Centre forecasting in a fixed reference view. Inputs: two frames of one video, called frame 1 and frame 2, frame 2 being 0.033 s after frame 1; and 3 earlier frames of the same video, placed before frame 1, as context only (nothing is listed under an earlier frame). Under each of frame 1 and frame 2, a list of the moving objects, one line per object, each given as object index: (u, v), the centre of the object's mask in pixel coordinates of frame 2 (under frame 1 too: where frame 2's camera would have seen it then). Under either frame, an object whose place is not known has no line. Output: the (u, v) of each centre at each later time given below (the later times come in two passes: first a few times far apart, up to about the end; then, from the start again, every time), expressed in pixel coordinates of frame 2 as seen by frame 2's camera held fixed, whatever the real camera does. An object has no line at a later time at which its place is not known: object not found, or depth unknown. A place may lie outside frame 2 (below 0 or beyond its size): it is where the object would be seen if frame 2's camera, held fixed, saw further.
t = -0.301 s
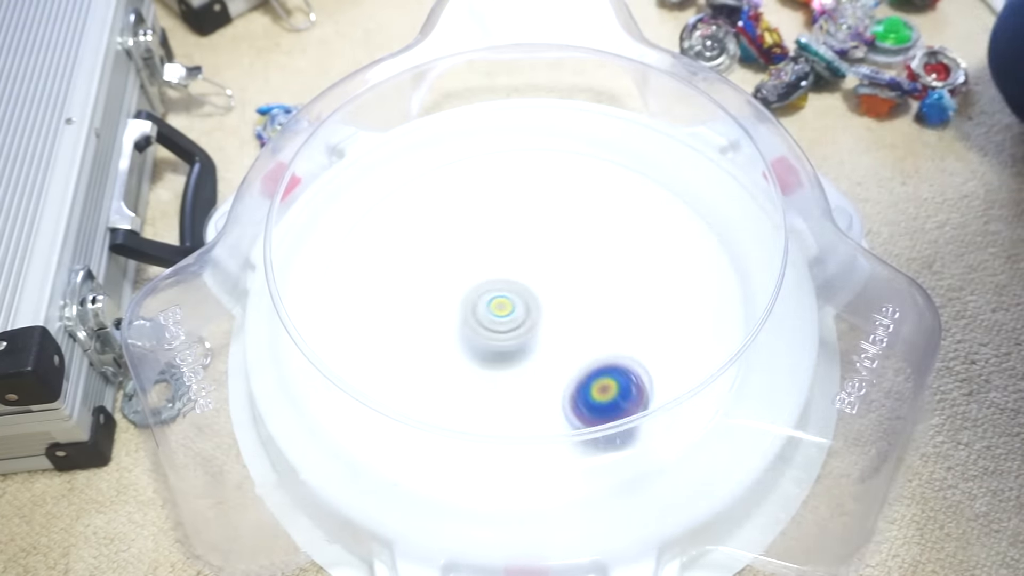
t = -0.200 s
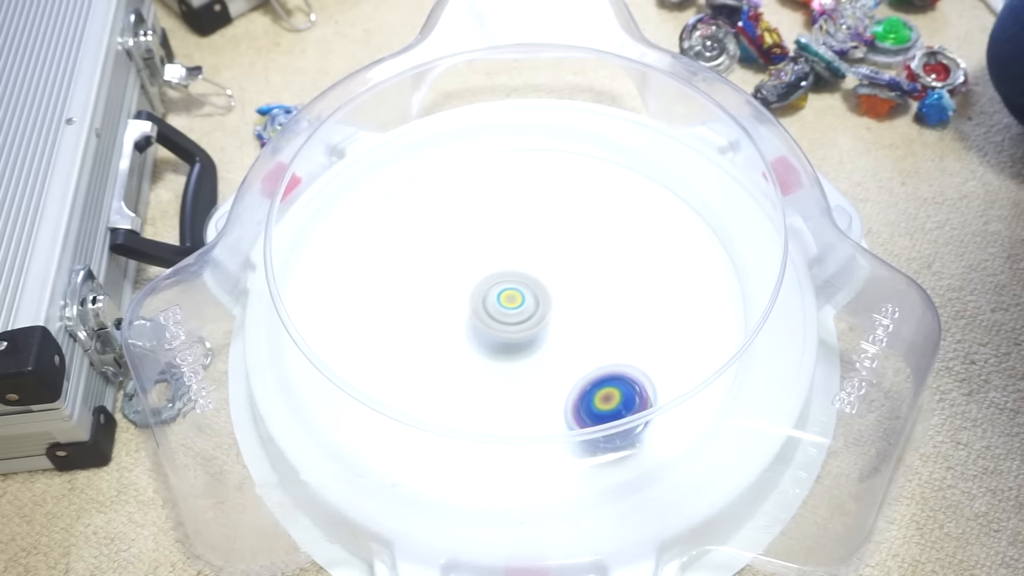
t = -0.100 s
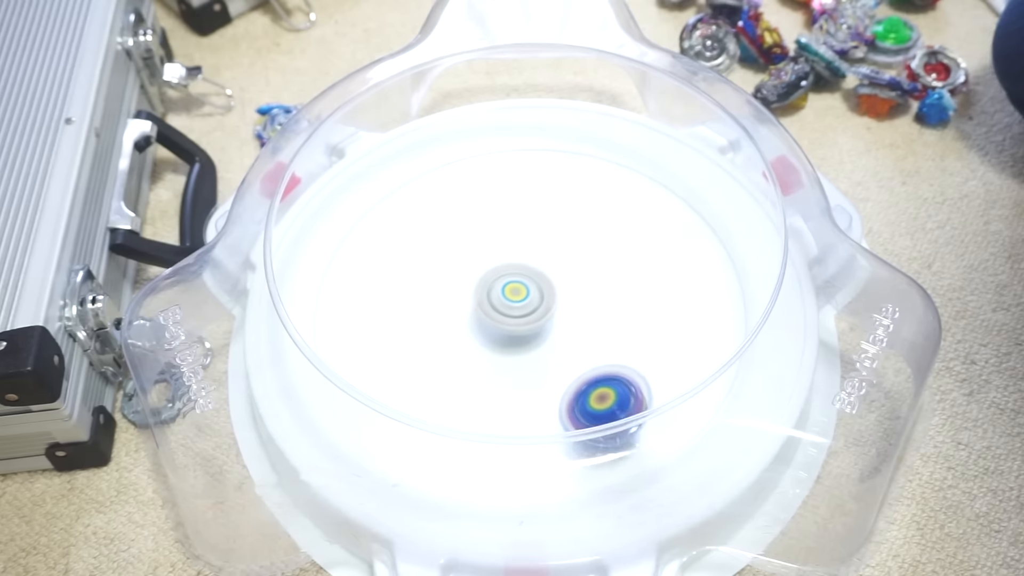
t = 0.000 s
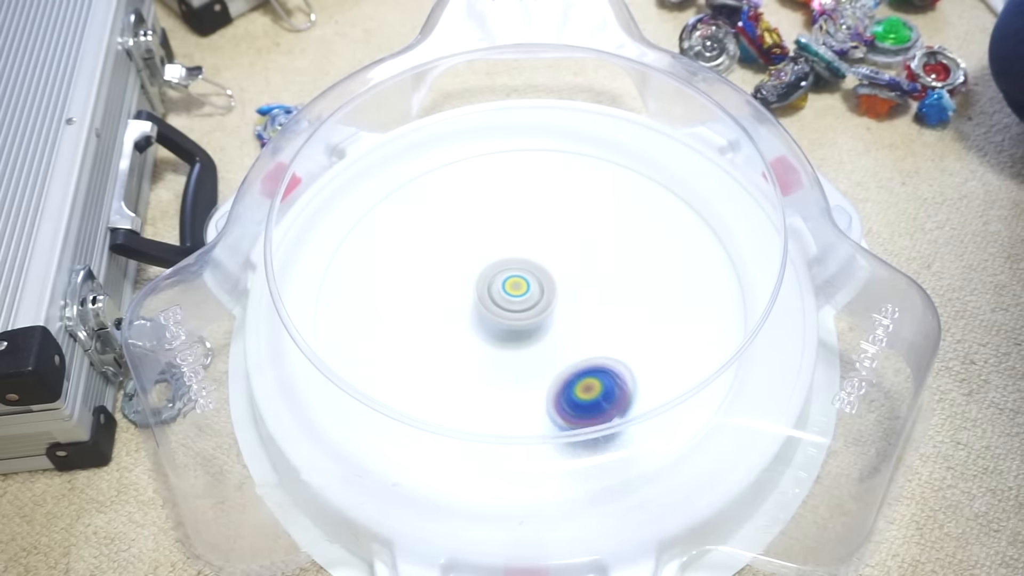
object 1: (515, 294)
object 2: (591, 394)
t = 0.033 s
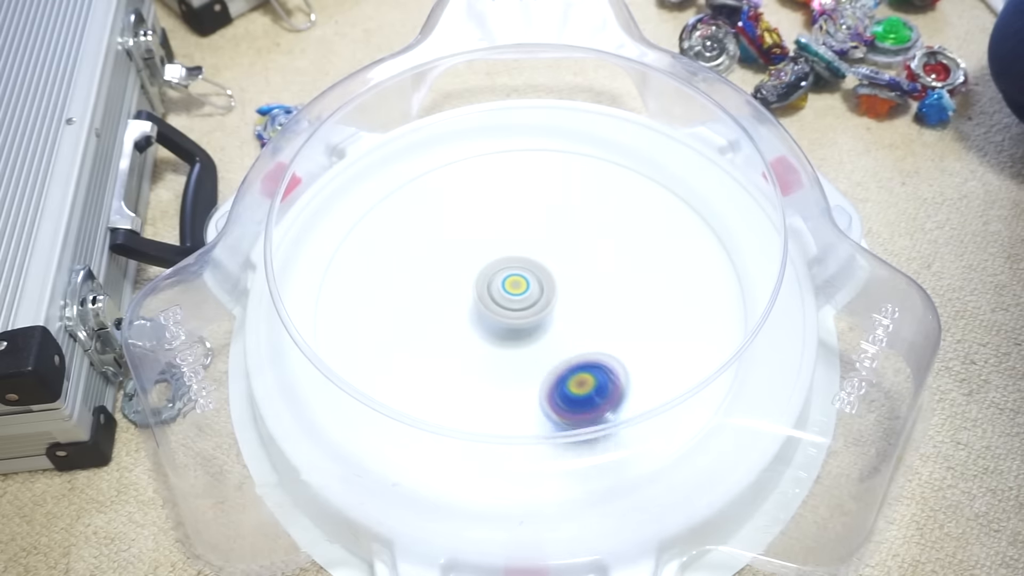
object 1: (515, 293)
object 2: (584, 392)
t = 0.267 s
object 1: (505, 263)
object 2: (523, 362)
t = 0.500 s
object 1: (463, 240)
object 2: (461, 366)
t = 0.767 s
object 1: (488, 266)
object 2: (426, 349)
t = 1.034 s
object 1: (520, 261)
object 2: (450, 345)
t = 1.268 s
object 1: (546, 251)
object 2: (480, 308)
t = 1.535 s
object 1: (565, 255)
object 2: (460, 274)
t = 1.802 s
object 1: (574, 271)
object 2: (451, 264)
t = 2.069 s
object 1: (579, 290)
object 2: (480, 274)
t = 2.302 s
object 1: (606, 315)
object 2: (473, 248)
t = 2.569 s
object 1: (593, 310)
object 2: (434, 207)
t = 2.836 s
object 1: (555, 306)
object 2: (481, 259)
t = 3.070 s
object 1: (552, 338)
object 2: (496, 225)
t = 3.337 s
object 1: (526, 332)
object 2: (530, 222)
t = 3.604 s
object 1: (494, 317)
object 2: (563, 263)
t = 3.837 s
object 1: (473, 302)
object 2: (591, 284)
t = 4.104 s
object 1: (464, 283)
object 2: (603, 273)
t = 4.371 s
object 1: (474, 267)
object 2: (588, 262)
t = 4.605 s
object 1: (494, 259)
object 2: (577, 279)
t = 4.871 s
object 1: (522, 257)
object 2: (603, 301)
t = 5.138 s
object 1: (539, 258)
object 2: (631, 281)
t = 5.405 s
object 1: (427, 254)
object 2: (684, 259)
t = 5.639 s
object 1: (443, 340)
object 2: (569, 263)
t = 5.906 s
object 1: (422, 449)
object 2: (540, 274)
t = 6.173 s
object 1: (523, 401)
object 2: (560, 329)
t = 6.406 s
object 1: (502, 385)
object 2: (591, 258)
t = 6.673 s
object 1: (481, 340)
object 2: (441, 260)
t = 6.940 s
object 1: (487, 334)
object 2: (379, 281)
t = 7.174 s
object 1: (540, 287)
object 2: (490, 373)
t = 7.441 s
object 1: (556, 213)
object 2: (629, 246)
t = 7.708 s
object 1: (506, 203)
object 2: (590, 157)
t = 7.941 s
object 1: (468, 267)
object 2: (488, 189)
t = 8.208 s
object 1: (514, 384)
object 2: (551, 305)
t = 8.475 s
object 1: (569, 403)
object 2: (703, 290)
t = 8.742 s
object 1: (572, 386)
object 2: (619, 214)
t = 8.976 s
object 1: (565, 354)
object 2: (451, 309)
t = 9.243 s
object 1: (526, 264)
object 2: (446, 456)
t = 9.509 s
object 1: (474, 216)
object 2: (576, 392)
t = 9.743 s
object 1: (466, 221)
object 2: (543, 258)
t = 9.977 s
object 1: (445, 225)
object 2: (527, 243)
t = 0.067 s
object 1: (515, 291)
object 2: (577, 389)
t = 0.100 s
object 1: (514, 290)
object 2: (569, 385)
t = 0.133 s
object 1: (514, 289)
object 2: (559, 377)
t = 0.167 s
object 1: (513, 288)
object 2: (549, 369)
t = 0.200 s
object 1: (512, 286)
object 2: (539, 360)
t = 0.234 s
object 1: (509, 278)
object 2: (530, 361)
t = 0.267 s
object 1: (505, 263)
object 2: (523, 362)
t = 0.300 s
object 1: (501, 253)
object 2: (514, 365)
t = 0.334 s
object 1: (496, 246)
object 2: (505, 368)
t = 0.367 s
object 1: (490, 241)
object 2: (495, 369)
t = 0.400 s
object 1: (483, 237)
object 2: (486, 370)
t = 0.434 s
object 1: (476, 236)
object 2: (477, 370)
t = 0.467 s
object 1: (469, 236)
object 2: (468, 368)
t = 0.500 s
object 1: (463, 240)
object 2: (461, 366)
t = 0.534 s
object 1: (460, 246)
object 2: (453, 363)
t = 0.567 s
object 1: (459, 253)
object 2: (447, 358)
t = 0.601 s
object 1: (460, 260)
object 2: (443, 353)
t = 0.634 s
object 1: (463, 265)
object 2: (440, 349)
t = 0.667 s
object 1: (466, 270)
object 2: (438, 342)
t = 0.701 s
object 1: (473, 270)
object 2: (433, 344)
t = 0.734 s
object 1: (481, 267)
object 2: (429, 346)
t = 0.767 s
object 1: (488, 266)
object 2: (426, 349)
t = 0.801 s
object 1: (494, 265)
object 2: (425, 351)
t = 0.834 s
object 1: (499, 264)
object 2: (424, 352)
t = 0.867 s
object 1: (503, 263)
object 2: (426, 352)
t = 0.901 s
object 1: (507, 263)
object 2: (429, 353)
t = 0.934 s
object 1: (511, 262)
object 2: (432, 352)
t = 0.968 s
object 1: (515, 261)
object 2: (437, 351)
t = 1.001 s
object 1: (518, 261)
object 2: (443, 348)
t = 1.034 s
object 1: (520, 261)
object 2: (450, 345)
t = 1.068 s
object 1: (523, 260)
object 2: (456, 341)
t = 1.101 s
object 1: (526, 259)
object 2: (463, 336)
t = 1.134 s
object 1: (529, 259)
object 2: (469, 330)
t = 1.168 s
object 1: (531, 258)
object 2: (475, 324)
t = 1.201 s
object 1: (535, 258)
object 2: (481, 316)
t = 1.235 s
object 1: (541, 254)
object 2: (481, 312)
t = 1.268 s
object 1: (546, 251)
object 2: (480, 308)
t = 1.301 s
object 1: (550, 250)
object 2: (479, 304)
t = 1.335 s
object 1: (553, 250)
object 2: (477, 300)
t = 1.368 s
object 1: (556, 250)
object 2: (475, 296)
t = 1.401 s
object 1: (558, 250)
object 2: (472, 291)
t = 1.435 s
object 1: (560, 251)
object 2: (470, 286)
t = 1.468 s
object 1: (562, 252)
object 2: (466, 282)
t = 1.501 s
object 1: (563, 254)
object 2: (463, 278)
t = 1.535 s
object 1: (565, 255)
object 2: (460, 274)
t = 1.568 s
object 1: (566, 257)
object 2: (457, 271)
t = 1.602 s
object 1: (568, 259)
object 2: (455, 268)
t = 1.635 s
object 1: (569, 261)
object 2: (452, 266)
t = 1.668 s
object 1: (570, 262)
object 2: (451, 264)
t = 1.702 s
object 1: (571, 265)
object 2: (450, 263)
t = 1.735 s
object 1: (572, 267)
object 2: (449, 263)
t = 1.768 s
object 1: (573, 269)
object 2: (450, 263)
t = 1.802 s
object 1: (574, 271)
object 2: (451, 264)
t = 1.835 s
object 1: (575, 274)
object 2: (452, 265)
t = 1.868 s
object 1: (576, 276)
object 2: (455, 266)
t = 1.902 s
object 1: (577, 279)
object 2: (457, 268)
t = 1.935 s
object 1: (577, 281)
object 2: (461, 269)
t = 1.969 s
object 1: (578, 284)
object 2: (465, 271)
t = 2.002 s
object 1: (578, 286)
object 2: (470, 272)
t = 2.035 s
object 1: (579, 288)
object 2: (474, 273)
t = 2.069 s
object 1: (579, 290)
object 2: (480, 274)
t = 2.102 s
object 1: (579, 292)
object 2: (485, 275)
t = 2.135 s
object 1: (579, 294)
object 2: (490, 276)
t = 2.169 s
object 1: (579, 296)
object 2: (495, 275)
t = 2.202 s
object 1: (581, 299)
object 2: (498, 273)
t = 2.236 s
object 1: (592, 306)
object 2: (490, 266)
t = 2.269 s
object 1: (600, 312)
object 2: (481, 256)
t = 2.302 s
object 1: (606, 315)
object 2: (473, 248)
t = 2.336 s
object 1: (608, 318)
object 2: (465, 238)
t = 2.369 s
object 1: (609, 318)
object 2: (458, 230)
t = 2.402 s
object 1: (608, 318)
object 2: (451, 222)
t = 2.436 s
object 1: (606, 316)
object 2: (446, 215)
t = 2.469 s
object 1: (604, 314)
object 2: (441, 210)
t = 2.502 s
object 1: (601, 313)
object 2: (437, 207)
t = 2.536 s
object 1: (597, 311)
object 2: (435, 206)
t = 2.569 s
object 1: (593, 310)
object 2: (434, 207)
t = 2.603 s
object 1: (589, 309)
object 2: (435, 208)
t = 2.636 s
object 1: (585, 308)
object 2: (437, 213)
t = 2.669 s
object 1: (581, 307)
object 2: (440, 217)
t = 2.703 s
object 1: (576, 306)
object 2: (445, 225)
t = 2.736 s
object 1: (572, 305)
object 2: (452, 234)
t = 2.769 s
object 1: (567, 305)
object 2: (460, 242)
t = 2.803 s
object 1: (562, 305)
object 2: (470, 251)
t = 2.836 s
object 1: (555, 306)
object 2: (481, 259)
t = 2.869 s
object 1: (555, 313)
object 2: (487, 261)
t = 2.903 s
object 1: (558, 324)
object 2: (486, 255)
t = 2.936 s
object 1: (559, 332)
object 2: (486, 248)
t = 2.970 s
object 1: (558, 335)
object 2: (487, 241)
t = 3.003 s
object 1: (557, 337)
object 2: (489, 235)
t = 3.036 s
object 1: (554, 338)
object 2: (492, 229)
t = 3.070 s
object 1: (552, 338)
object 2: (496, 225)
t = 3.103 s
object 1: (549, 338)
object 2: (500, 221)
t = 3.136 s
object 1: (546, 338)
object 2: (504, 218)
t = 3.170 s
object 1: (543, 337)
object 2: (508, 215)
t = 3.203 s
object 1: (540, 336)
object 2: (513, 214)
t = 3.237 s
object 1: (537, 335)
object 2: (517, 214)
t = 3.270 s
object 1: (533, 334)
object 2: (521, 216)
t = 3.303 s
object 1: (530, 333)
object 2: (526, 218)
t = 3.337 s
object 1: (526, 332)
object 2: (530, 222)
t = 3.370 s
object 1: (522, 330)
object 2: (534, 226)
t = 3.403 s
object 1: (517, 329)
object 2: (538, 231)
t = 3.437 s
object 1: (513, 327)
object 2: (542, 236)
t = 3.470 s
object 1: (509, 325)
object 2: (547, 241)
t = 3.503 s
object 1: (505, 323)
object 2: (551, 246)
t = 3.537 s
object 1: (502, 321)
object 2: (555, 252)
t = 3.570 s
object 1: (498, 320)
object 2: (559, 258)
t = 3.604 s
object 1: (494, 317)
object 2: (563, 263)
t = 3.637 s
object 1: (490, 315)
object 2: (567, 269)
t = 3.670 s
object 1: (487, 313)
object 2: (571, 273)
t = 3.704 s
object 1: (484, 311)
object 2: (575, 277)
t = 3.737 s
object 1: (481, 309)
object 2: (579, 280)
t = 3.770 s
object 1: (478, 307)
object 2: (583, 282)
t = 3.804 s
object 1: (475, 305)
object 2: (587, 283)
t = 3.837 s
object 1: (473, 302)
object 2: (591, 284)
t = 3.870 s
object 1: (471, 300)
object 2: (594, 284)
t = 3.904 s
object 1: (469, 298)
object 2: (596, 284)
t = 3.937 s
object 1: (467, 295)
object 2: (598, 283)
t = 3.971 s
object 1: (466, 293)
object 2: (600, 282)
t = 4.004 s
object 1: (465, 291)
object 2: (601, 280)
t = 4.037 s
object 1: (464, 288)
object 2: (602, 278)
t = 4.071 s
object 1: (464, 286)
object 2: (603, 275)
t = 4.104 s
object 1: (464, 283)
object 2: (603, 273)
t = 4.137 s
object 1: (465, 281)
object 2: (603, 271)
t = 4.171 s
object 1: (465, 279)
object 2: (602, 268)
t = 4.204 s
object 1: (466, 277)
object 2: (601, 266)
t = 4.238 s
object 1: (467, 275)
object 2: (599, 264)
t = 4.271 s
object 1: (468, 273)
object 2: (597, 263)
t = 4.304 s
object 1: (470, 271)
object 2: (595, 262)
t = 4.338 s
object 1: (472, 269)
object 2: (592, 262)
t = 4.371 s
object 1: (474, 267)
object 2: (588, 262)
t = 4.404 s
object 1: (476, 265)
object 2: (585, 261)
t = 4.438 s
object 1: (479, 264)
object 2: (582, 264)
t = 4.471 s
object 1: (481, 263)
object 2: (580, 266)
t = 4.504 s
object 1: (484, 262)
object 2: (578, 269)
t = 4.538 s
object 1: (488, 260)
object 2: (577, 272)
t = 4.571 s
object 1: (490, 260)
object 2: (577, 276)
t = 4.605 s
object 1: (494, 259)
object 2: (577, 279)
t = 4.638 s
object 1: (497, 258)
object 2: (579, 284)
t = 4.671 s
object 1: (500, 258)
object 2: (581, 288)
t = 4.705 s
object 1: (504, 257)
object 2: (584, 291)
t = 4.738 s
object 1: (508, 257)
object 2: (587, 294)
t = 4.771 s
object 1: (511, 257)
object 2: (591, 297)
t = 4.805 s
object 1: (515, 257)
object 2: (595, 299)
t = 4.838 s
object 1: (519, 256)
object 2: (599, 301)
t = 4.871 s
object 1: (522, 257)
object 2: (603, 301)
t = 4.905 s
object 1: (526, 257)
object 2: (608, 301)
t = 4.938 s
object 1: (529, 257)
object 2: (611, 300)
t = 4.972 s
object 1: (533, 258)
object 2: (615, 298)
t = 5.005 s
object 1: (537, 259)
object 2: (618, 295)
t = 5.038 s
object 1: (540, 260)
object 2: (620, 291)
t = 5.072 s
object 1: (541, 259)
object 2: (623, 287)
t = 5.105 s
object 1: (540, 258)
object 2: (629, 285)
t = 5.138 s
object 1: (539, 258)
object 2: (631, 281)
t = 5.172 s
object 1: (539, 259)
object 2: (631, 276)
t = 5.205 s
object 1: (538, 260)
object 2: (627, 271)
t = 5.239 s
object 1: (525, 262)
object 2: (629, 272)
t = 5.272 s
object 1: (498, 257)
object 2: (648, 273)
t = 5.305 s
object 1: (474, 254)
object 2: (664, 272)
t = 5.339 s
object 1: (455, 249)
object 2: (676, 265)
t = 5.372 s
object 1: (440, 250)
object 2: (683, 263)
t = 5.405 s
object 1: (427, 254)
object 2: (684, 259)
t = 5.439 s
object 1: (421, 265)
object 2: (681, 256)
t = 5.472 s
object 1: (417, 277)
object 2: (672, 257)
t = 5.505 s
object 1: (417, 290)
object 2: (658, 250)
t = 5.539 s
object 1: (419, 304)
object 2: (640, 248)
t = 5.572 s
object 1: (425, 318)
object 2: (618, 249)
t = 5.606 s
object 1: (433, 330)
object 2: (594, 255)
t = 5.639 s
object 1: (443, 340)
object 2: (569, 263)
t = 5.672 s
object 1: (454, 347)
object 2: (545, 273)
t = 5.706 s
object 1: (465, 350)
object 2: (521, 286)
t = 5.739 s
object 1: (467, 357)
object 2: (508, 290)
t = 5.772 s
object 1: (445, 381)
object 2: (513, 287)
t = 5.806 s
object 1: (434, 393)
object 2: (521, 282)
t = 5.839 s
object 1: (423, 417)
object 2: (528, 278)
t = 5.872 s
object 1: (420, 433)
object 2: (534, 277)
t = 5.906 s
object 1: (422, 449)
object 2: (540, 274)
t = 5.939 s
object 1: (437, 450)
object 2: (545, 275)
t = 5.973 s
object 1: (455, 448)
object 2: (548, 280)
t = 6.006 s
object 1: (475, 440)
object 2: (550, 287)
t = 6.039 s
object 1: (489, 434)
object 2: (550, 298)
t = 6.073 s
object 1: (503, 425)
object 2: (549, 309)
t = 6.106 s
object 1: (516, 408)
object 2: (550, 320)
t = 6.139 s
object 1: (525, 399)
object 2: (552, 328)
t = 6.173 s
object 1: (523, 401)
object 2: (560, 329)
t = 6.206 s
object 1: (518, 403)
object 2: (572, 322)
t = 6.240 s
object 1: (514, 403)
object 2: (585, 313)
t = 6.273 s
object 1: (511, 402)
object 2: (595, 303)
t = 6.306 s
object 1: (509, 399)
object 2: (601, 291)
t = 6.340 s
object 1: (506, 395)
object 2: (602, 280)
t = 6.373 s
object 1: (504, 390)
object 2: (599, 268)
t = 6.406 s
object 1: (502, 385)
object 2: (591, 258)
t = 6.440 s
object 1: (500, 380)
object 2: (577, 250)
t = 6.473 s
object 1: (498, 374)
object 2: (561, 245)
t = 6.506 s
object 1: (496, 368)
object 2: (542, 243)
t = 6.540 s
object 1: (494, 360)
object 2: (521, 244)
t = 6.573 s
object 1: (491, 352)
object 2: (499, 248)
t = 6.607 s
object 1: (487, 342)
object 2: (479, 256)
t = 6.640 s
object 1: (482, 332)
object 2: (459, 261)
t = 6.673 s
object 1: (481, 340)
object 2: (441, 260)
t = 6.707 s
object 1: (481, 347)
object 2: (424, 251)
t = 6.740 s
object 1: (481, 351)
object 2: (410, 244)
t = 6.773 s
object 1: (481, 351)
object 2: (398, 238)
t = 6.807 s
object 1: (482, 349)
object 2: (390, 239)
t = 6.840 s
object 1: (482, 346)
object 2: (383, 242)
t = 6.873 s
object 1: (484, 342)
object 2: (379, 252)
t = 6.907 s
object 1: (485, 338)
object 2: (377, 263)
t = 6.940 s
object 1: (487, 334)
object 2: (379, 281)
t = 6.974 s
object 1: (489, 331)
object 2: (384, 299)
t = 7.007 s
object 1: (491, 326)
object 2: (395, 319)
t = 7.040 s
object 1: (500, 323)
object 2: (405, 336)
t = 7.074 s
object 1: (512, 318)
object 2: (418, 352)
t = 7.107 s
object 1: (523, 310)
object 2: (438, 364)
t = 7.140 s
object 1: (532, 299)
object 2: (462, 372)
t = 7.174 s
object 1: (540, 287)
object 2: (490, 373)
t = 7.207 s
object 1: (546, 276)
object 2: (517, 369)
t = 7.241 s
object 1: (551, 262)
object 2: (545, 359)
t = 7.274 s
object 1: (553, 250)
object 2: (567, 348)
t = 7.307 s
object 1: (555, 241)
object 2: (589, 331)
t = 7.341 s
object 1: (556, 232)
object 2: (608, 311)
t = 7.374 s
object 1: (557, 224)
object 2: (619, 289)
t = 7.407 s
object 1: (557, 219)
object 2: (626, 268)
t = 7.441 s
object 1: (556, 213)
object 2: (629, 246)
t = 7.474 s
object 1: (553, 210)
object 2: (629, 227)
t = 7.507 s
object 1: (539, 203)
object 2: (634, 212)
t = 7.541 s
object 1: (527, 199)
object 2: (637, 199)
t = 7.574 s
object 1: (518, 197)
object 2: (637, 183)
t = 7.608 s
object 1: (513, 197)
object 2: (630, 174)
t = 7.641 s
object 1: (509, 199)
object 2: (620, 166)
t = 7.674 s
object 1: (507, 201)
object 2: (607, 161)
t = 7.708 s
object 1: (506, 203)
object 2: (590, 157)
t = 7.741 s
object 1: (505, 205)
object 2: (571, 155)
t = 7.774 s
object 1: (497, 213)
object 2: (555, 153)
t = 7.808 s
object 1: (484, 226)
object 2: (544, 148)
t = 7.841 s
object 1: (475, 238)
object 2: (531, 149)
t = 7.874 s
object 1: (471, 248)
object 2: (516, 156)
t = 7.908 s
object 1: (468, 260)
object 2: (501, 169)
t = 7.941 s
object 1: (468, 267)
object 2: (488, 189)
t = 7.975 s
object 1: (468, 280)
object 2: (479, 204)
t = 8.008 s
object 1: (468, 297)
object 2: (476, 219)
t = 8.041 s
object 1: (471, 313)
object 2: (478, 235)
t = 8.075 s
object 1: (477, 328)
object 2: (483, 251)
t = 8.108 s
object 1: (484, 342)
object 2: (494, 268)
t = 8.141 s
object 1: (491, 359)
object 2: (511, 282)
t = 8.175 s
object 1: (501, 372)
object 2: (529, 295)
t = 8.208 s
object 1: (514, 384)
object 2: (551, 305)
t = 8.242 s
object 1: (527, 393)
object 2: (572, 314)
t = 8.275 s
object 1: (539, 399)
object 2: (596, 318)
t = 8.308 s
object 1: (550, 402)
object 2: (618, 318)
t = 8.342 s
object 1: (557, 403)
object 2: (640, 317)
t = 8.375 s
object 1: (561, 404)
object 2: (660, 314)
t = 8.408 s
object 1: (566, 404)
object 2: (677, 309)
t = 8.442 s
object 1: (568, 404)
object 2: (691, 300)
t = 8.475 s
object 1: (569, 403)
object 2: (703, 290)
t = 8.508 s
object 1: (571, 403)
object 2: (710, 279)
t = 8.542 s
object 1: (571, 402)
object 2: (714, 267)
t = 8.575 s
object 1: (572, 400)
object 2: (714, 253)
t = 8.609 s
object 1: (573, 399)
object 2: (707, 239)
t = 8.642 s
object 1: (573, 396)
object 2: (693, 226)
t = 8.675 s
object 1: (573, 393)
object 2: (673, 217)
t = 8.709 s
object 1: (572, 390)
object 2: (648, 214)
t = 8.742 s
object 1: (572, 386)
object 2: (619, 214)
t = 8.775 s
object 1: (571, 381)
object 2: (591, 221)
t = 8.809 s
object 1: (570, 378)
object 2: (562, 229)
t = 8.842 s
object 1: (570, 373)
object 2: (535, 242)
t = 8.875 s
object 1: (569, 369)
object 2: (509, 256)
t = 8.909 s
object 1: (568, 364)
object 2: (487, 273)
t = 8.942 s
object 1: (567, 359)
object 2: (467, 291)
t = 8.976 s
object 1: (565, 354)
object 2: (451, 309)
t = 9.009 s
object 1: (563, 346)
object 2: (440, 329)
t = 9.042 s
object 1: (561, 337)
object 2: (433, 348)
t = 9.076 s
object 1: (557, 326)
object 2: (427, 367)
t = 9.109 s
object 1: (553, 314)
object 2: (426, 381)
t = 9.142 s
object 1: (548, 302)
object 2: (429, 393)
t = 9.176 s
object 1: (541, 288)
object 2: (432, 420)
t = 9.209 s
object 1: (534, 277)
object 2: (436, 437)
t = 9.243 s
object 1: (526, 264)
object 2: (446, 456)
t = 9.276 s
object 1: (517, 252)
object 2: (460, 469)
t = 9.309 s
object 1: (508, 242)
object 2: (483, 463)
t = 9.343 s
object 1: (499, 234)
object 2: (507, 459)
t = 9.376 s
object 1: (491, 226)
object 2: (527, 454)
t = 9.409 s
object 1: (485, 221)
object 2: (543, 445)
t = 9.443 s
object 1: (480, 219)
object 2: (556, 425)
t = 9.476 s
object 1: (476, 217)
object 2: (568, 413)
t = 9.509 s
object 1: (474, 216)
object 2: (576, 392)
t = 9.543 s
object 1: (472, 215)
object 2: (582, 372)
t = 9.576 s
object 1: (471, 216)
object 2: (582, 351)
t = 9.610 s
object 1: (471, 218)
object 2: (578, 328)
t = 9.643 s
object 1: (471, 220)
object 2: (571, 305)
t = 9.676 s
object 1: (472, 222)
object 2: (560, 287)
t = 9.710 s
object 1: (472, 223)
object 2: (547, 268)
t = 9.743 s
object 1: (466, 221)
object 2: (543, 258)
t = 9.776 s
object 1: (460, 219)
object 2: (540, 251)
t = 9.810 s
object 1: (457, 218)
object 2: (538, 239)
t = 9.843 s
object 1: (454, 219)
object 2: (536, 237)
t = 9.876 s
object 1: (451, 220)
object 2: (533, 237)
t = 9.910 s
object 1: (448, 222)
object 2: (531, 237)
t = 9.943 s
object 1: (447, 224)
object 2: (529, 240)
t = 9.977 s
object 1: (445, 225)
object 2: (527, 243)
